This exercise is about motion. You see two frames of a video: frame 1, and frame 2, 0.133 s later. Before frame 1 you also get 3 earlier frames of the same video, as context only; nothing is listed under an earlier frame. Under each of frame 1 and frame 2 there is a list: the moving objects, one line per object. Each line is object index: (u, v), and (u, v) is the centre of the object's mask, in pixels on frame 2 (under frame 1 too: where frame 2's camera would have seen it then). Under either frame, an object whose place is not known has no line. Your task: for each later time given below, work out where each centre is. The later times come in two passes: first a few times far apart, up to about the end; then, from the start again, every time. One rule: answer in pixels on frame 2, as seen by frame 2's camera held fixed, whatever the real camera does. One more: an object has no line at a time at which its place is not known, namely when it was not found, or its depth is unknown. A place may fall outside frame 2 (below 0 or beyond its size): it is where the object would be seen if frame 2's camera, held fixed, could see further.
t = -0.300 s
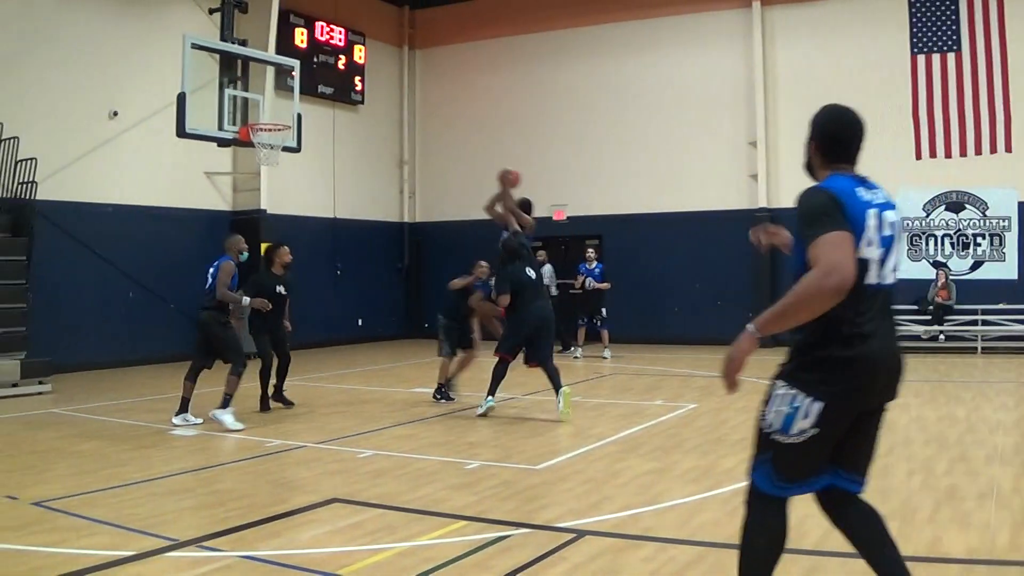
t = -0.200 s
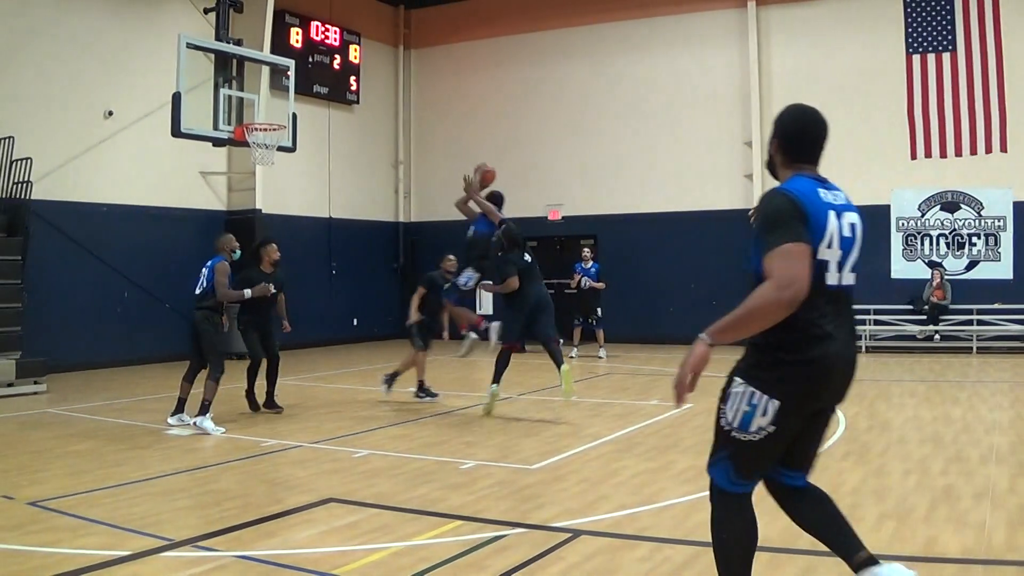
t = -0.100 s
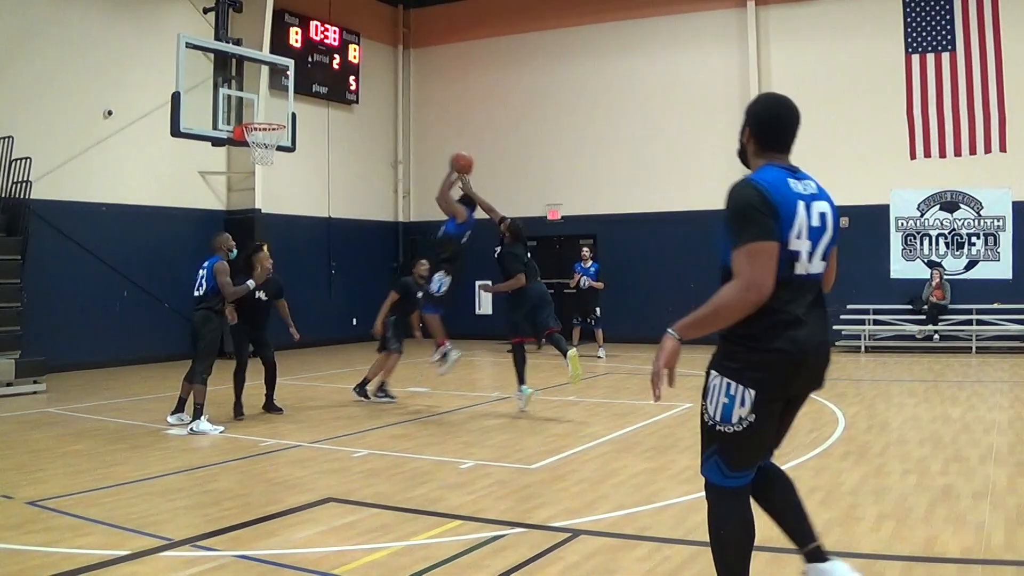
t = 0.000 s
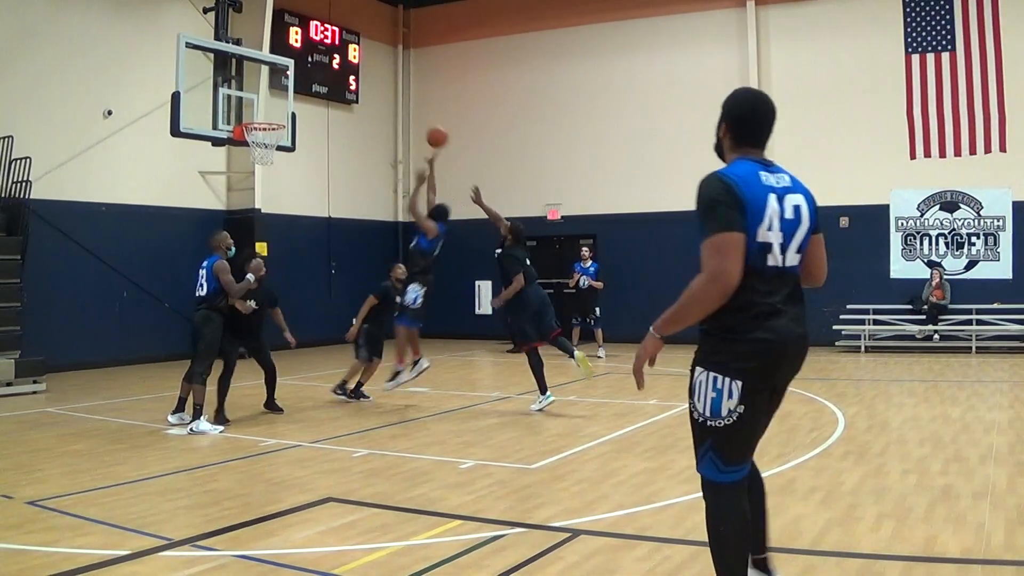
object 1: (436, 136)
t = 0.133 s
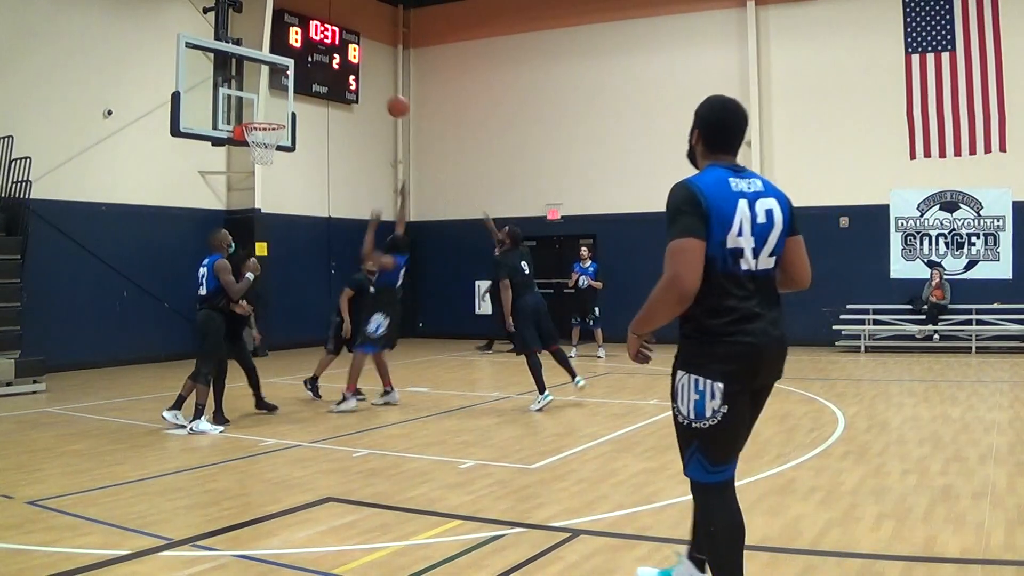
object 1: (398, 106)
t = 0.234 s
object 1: (369, 94)
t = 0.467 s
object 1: (303, 100)
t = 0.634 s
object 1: (257, 134)
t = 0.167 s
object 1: (388, 101)
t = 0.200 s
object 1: (378, 97)
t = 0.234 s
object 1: (369, 94)
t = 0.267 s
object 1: (359, 93)
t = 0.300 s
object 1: (349, 92)
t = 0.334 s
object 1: (340, 91)
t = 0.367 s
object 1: (331, 92)
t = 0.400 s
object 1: (321, 93)
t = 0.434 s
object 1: (312, 96)
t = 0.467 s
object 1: (303, 100)
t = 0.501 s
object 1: (293, 105)
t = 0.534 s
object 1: (284, 111)
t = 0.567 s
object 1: (275, 116)
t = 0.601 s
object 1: (267, 123)
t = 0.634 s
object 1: (257, 134)
